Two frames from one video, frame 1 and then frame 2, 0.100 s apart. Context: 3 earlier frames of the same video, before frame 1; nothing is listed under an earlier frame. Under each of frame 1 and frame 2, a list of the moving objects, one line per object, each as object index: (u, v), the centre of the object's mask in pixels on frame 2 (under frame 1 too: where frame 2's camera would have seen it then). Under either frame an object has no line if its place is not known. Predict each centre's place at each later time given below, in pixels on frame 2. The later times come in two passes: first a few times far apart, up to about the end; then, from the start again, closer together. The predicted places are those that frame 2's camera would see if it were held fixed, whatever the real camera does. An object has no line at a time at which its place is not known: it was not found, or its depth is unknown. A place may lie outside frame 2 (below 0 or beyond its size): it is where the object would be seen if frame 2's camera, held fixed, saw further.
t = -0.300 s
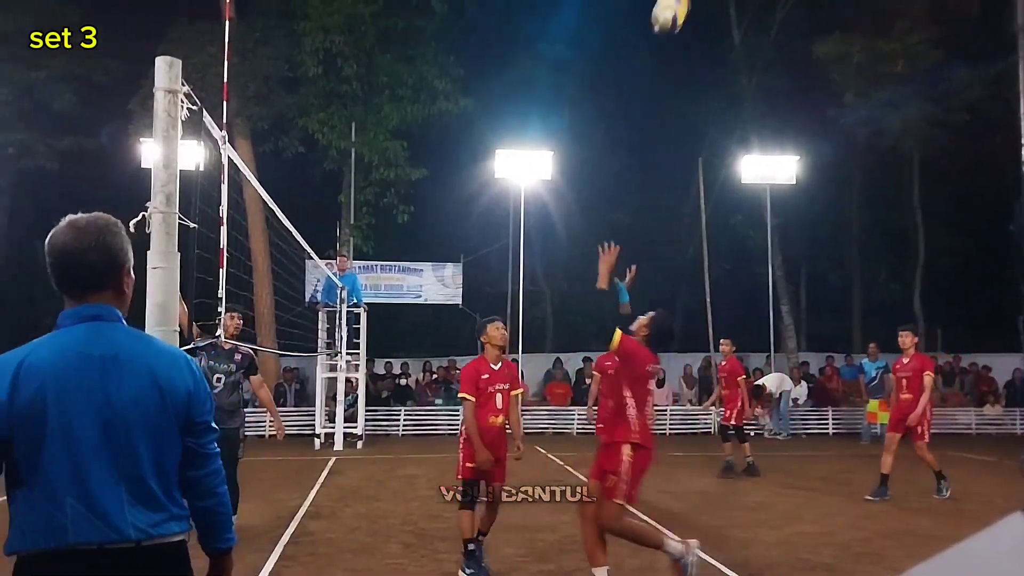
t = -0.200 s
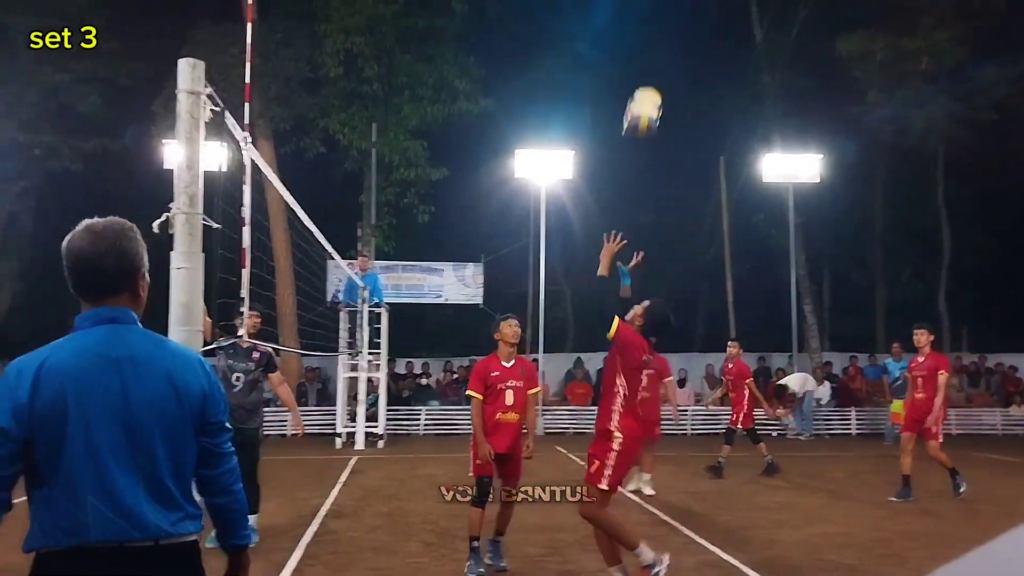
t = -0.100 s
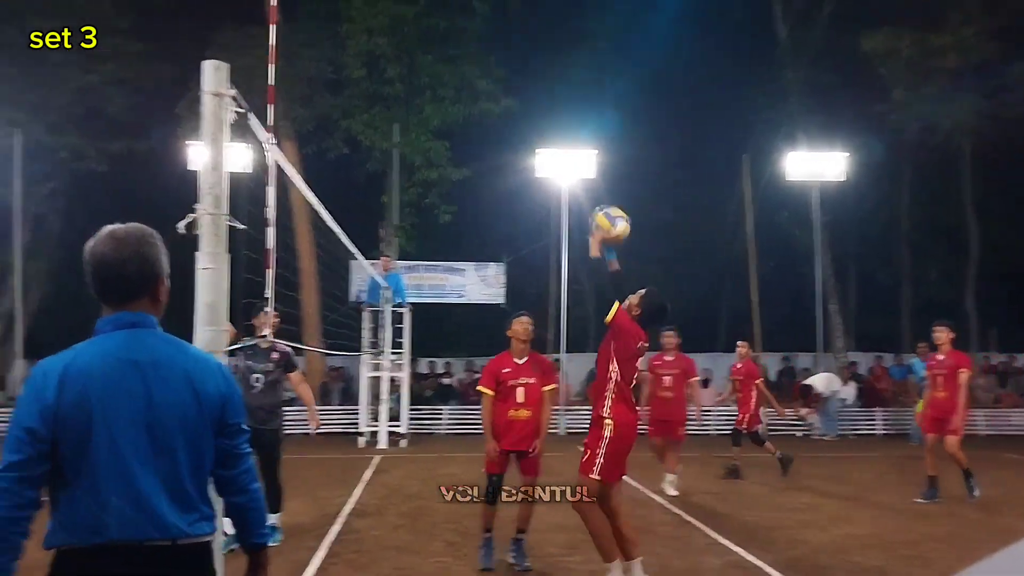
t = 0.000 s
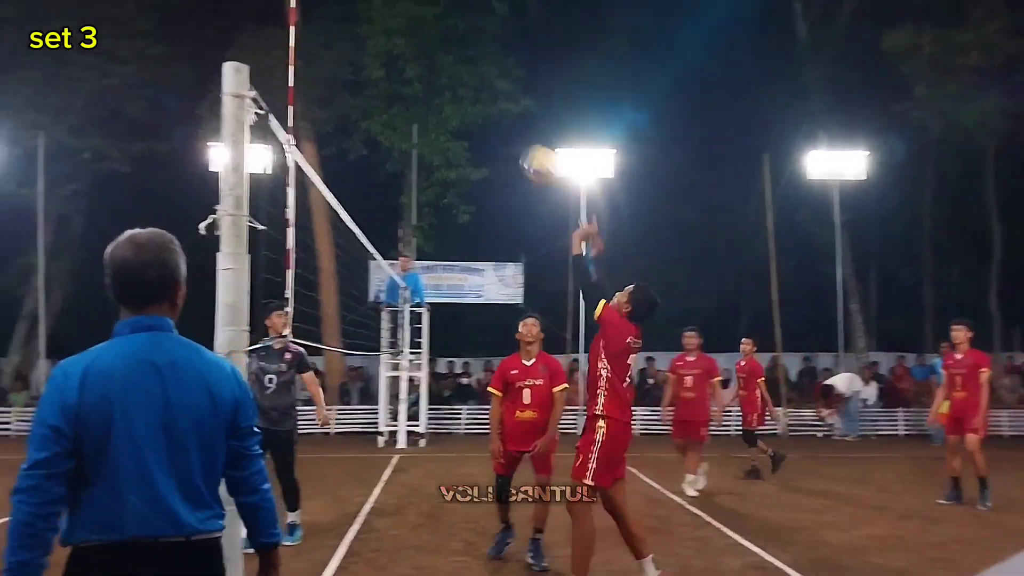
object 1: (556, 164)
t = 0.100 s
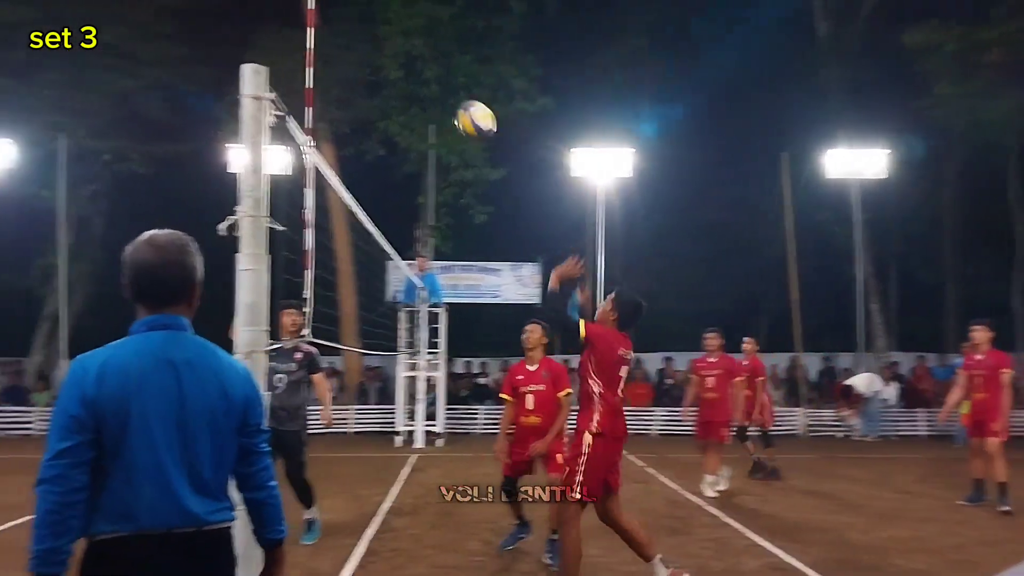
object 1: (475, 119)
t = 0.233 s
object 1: (361, 84)
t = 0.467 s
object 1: (178, 94)
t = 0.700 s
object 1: (4, 190)
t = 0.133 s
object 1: (445, 108)
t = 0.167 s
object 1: (417, 98)
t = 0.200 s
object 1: (390, 92)
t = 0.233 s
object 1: (361, 84)
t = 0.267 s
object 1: (331, 81)
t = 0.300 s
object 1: (305, 78)
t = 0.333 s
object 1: (282, 77)
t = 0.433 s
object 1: (204, 88)
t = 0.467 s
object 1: (178, 94)
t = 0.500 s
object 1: (153, 103)
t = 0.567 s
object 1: (102, 124)
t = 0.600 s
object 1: (77, 138)
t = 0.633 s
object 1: (51, 153)
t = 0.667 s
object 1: (31, 169)
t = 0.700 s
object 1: (4, 190)
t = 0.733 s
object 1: (-22, 212)
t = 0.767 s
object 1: (-46, 234)
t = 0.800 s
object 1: (-61, 257)
